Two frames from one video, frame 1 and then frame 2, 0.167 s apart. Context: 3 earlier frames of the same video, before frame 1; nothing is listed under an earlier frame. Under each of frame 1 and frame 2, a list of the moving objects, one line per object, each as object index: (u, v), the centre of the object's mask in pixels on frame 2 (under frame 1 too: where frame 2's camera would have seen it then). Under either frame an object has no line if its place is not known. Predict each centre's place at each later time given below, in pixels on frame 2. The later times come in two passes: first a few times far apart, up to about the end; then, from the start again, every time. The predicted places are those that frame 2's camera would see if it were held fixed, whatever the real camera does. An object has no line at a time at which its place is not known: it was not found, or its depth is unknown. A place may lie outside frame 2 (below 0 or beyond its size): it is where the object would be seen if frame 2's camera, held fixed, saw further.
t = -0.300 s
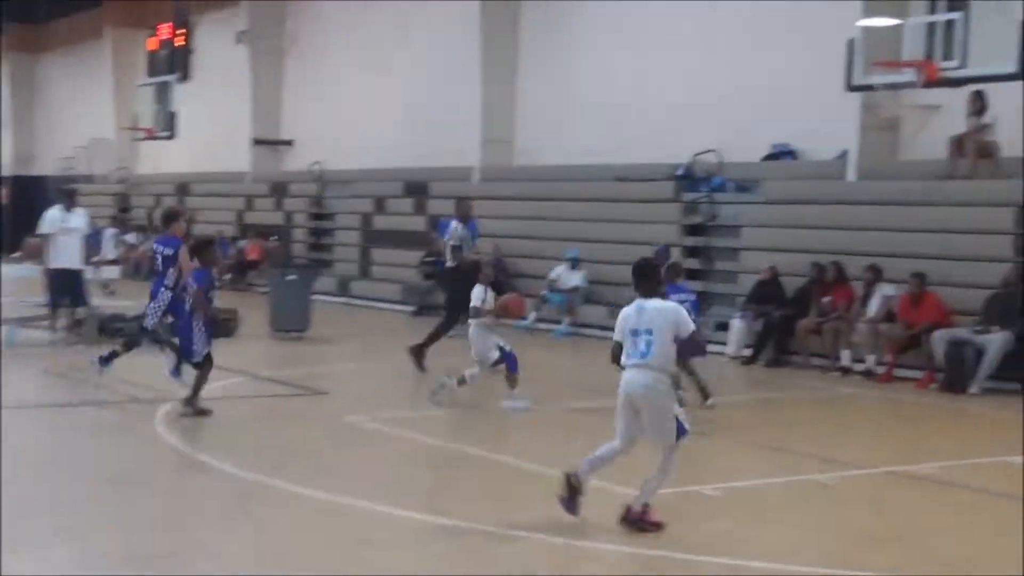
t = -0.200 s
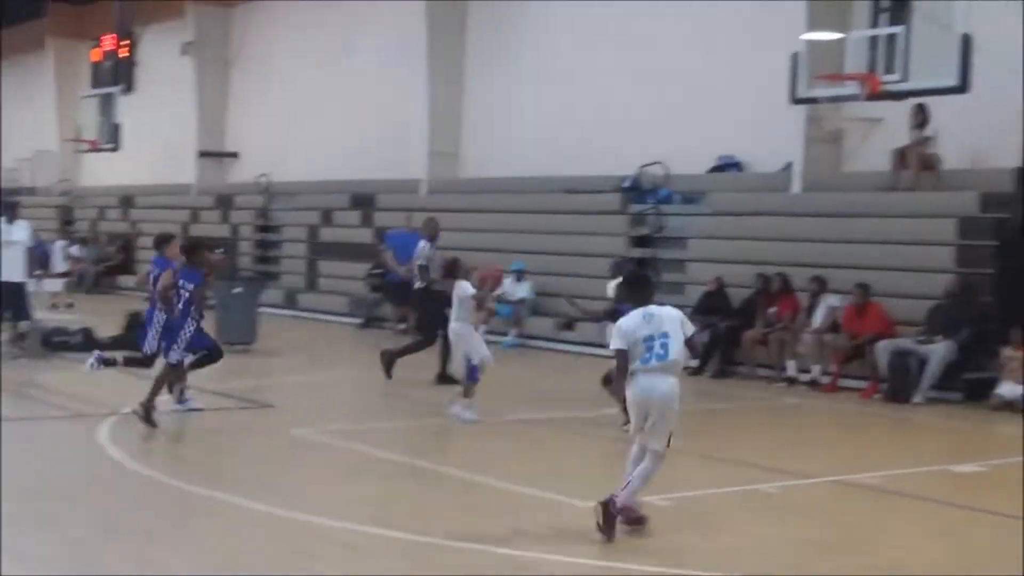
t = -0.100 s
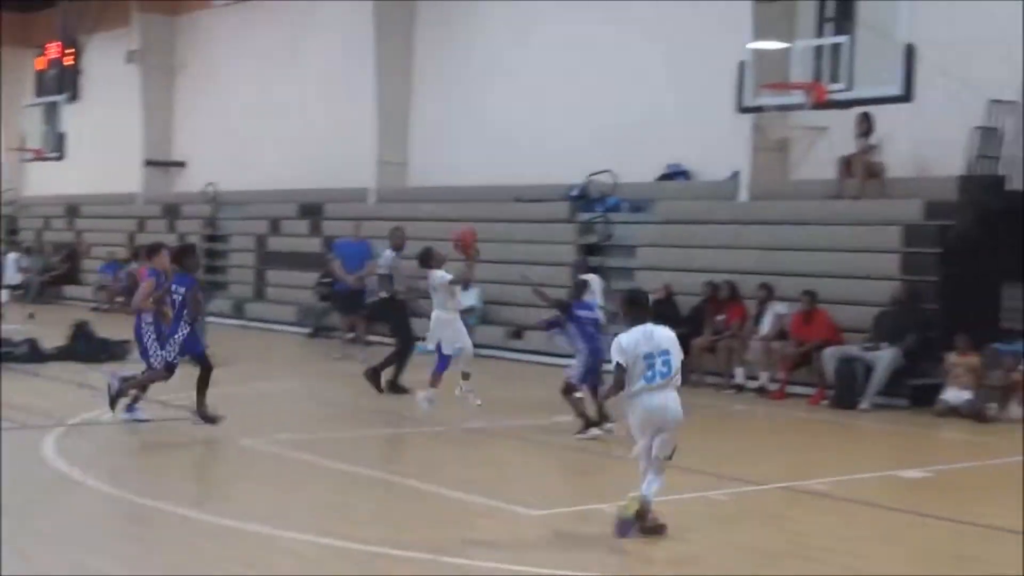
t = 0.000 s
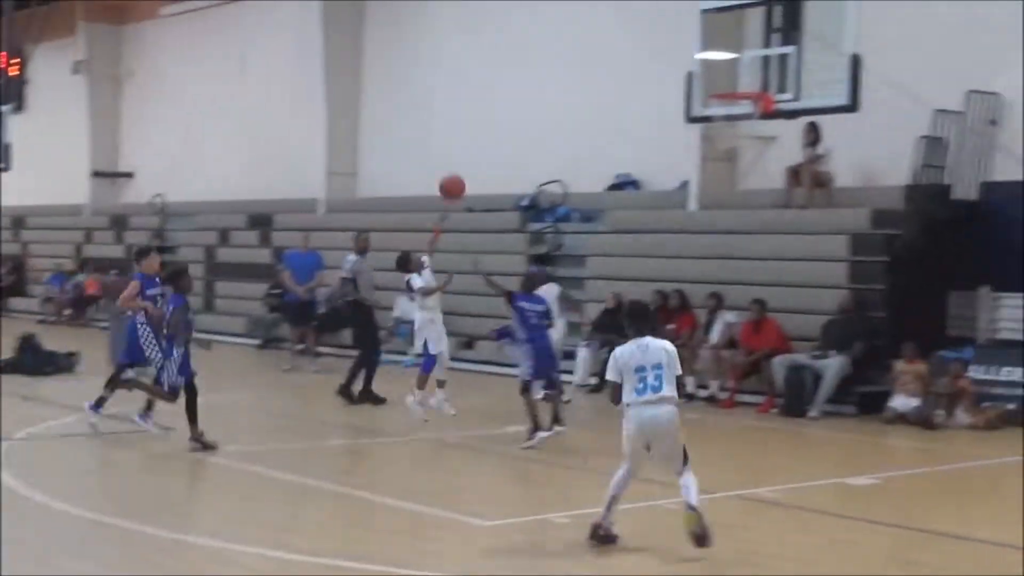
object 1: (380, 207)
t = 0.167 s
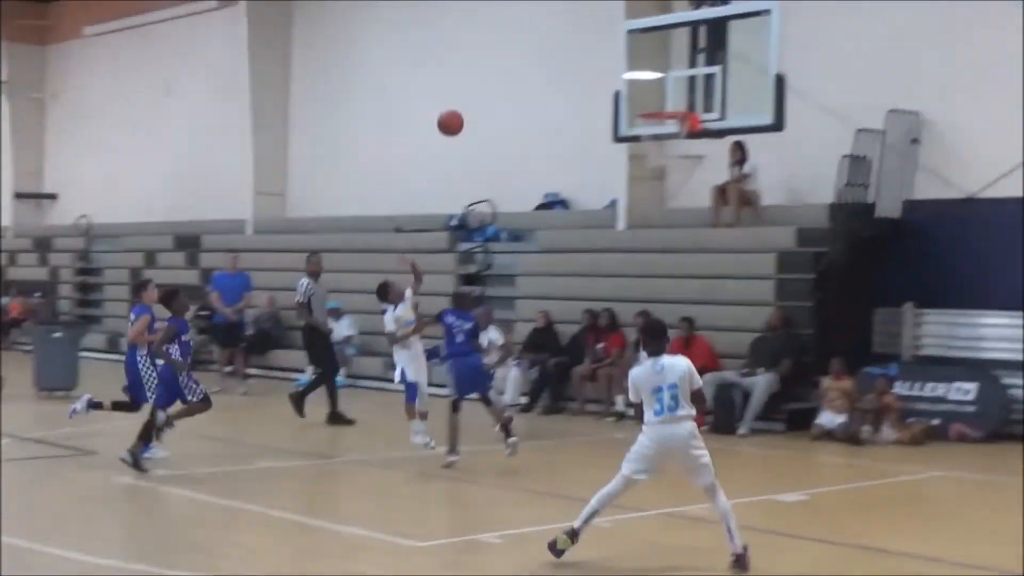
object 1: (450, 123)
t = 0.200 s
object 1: (464, 110)
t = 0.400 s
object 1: (544, 59)
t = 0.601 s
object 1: (622, 55)
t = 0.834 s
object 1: (712, 107)
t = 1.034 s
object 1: (732, 171)
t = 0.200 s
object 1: (464, 110)
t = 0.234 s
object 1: (478, 99)
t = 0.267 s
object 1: (491, 88)
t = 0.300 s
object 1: (505, 79)
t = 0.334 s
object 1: (518, 71)
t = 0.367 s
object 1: (531, 65)
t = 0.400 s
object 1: (544, 59)
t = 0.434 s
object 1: (558, 55)
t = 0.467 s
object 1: (570, 52)
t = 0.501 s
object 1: (583, 51)
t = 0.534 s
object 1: (597, 50)
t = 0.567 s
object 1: (609, 52)
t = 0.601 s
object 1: (622, 55)
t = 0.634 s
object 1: (635, 58)
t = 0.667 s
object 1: (648, 62)
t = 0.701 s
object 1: (661, 69)
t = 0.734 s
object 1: (673, 76)
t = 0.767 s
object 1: (685, 85)
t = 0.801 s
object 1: (698, 96)
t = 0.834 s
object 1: (712, 107)
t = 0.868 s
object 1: (725, 118)
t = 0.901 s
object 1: (734, 131)
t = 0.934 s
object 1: (734, 139)
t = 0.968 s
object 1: (733, 148)
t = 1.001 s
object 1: (733, 158)
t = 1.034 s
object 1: (732, 171)
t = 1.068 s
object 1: (732, 184)
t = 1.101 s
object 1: (734, 197)
